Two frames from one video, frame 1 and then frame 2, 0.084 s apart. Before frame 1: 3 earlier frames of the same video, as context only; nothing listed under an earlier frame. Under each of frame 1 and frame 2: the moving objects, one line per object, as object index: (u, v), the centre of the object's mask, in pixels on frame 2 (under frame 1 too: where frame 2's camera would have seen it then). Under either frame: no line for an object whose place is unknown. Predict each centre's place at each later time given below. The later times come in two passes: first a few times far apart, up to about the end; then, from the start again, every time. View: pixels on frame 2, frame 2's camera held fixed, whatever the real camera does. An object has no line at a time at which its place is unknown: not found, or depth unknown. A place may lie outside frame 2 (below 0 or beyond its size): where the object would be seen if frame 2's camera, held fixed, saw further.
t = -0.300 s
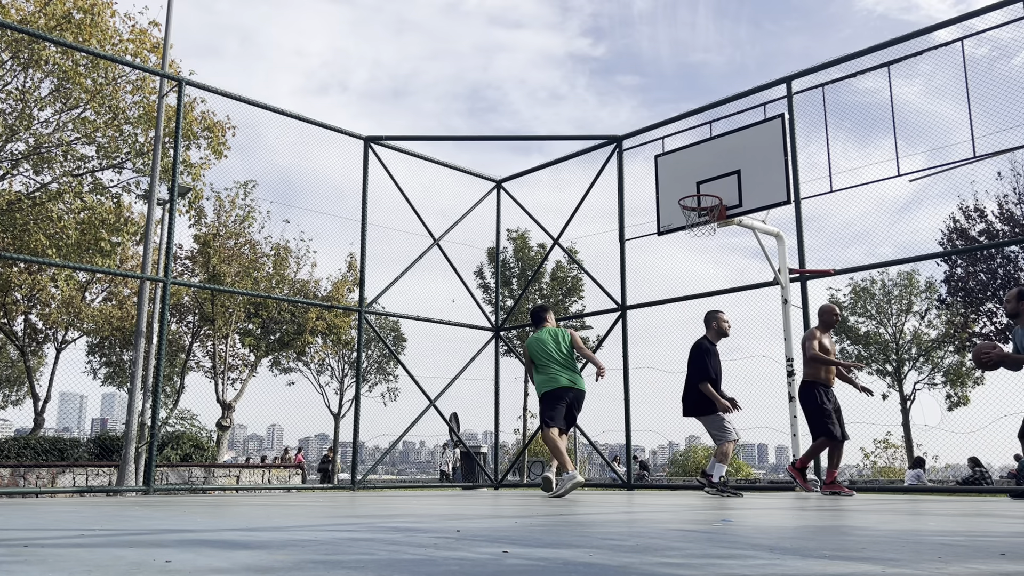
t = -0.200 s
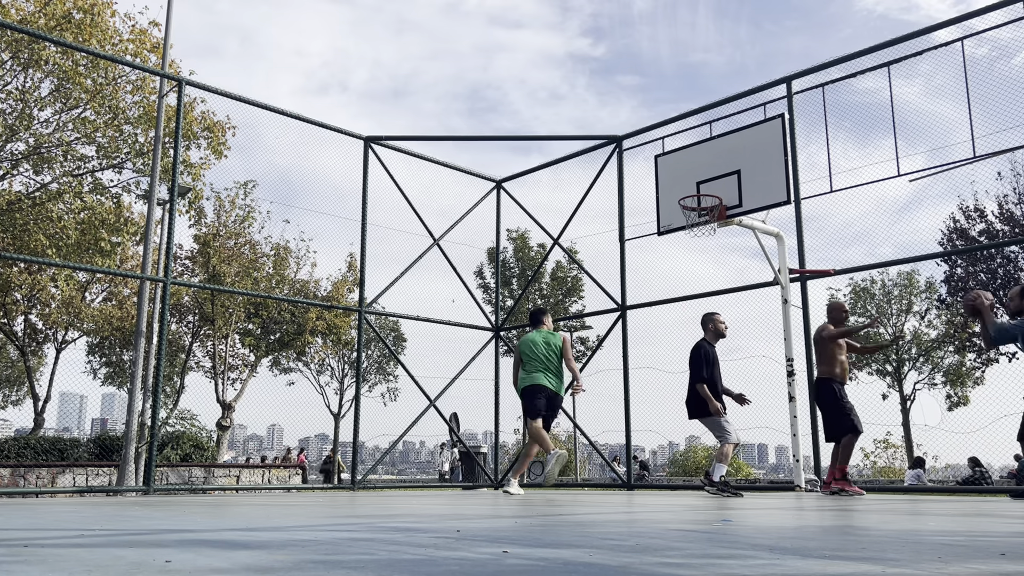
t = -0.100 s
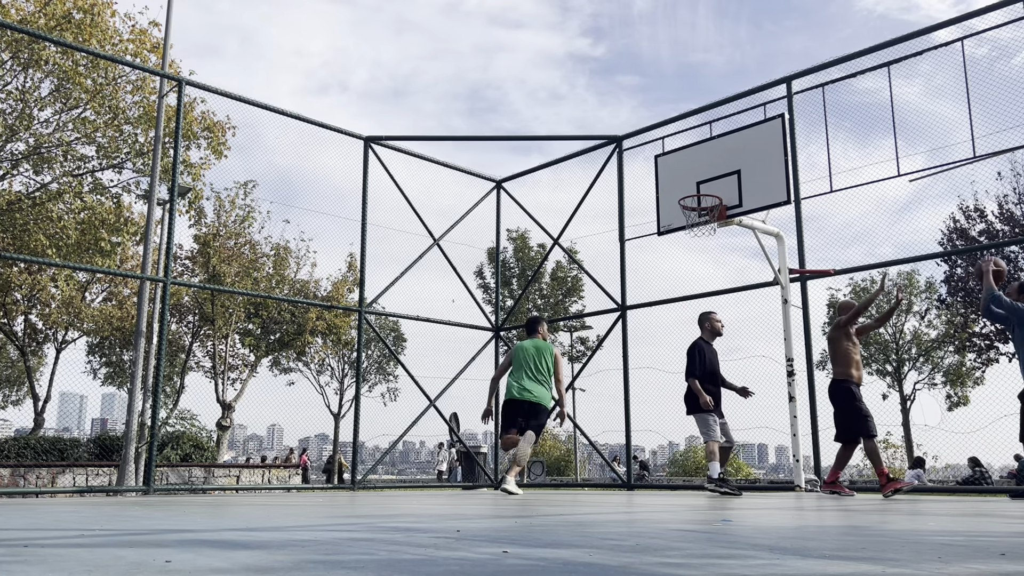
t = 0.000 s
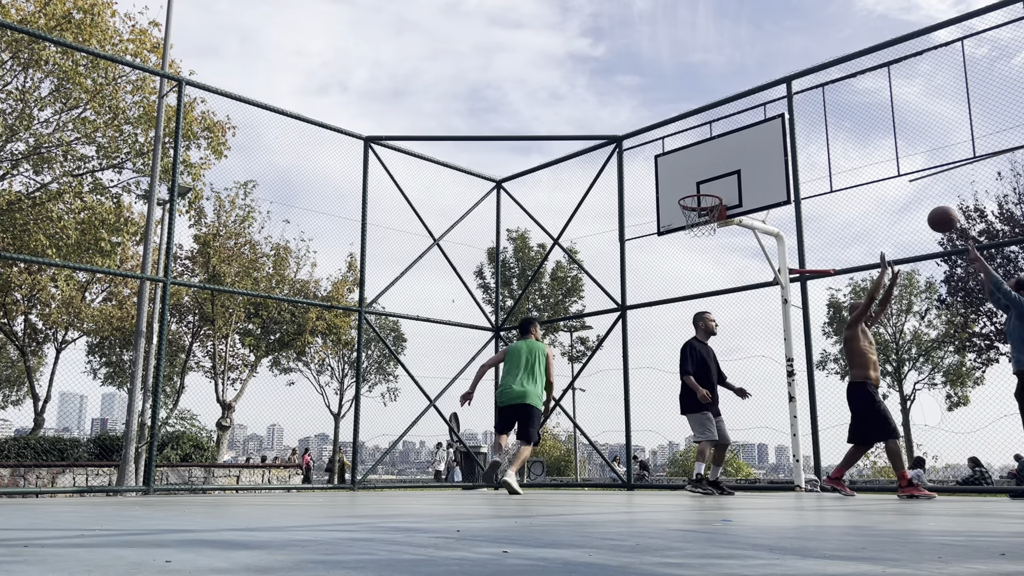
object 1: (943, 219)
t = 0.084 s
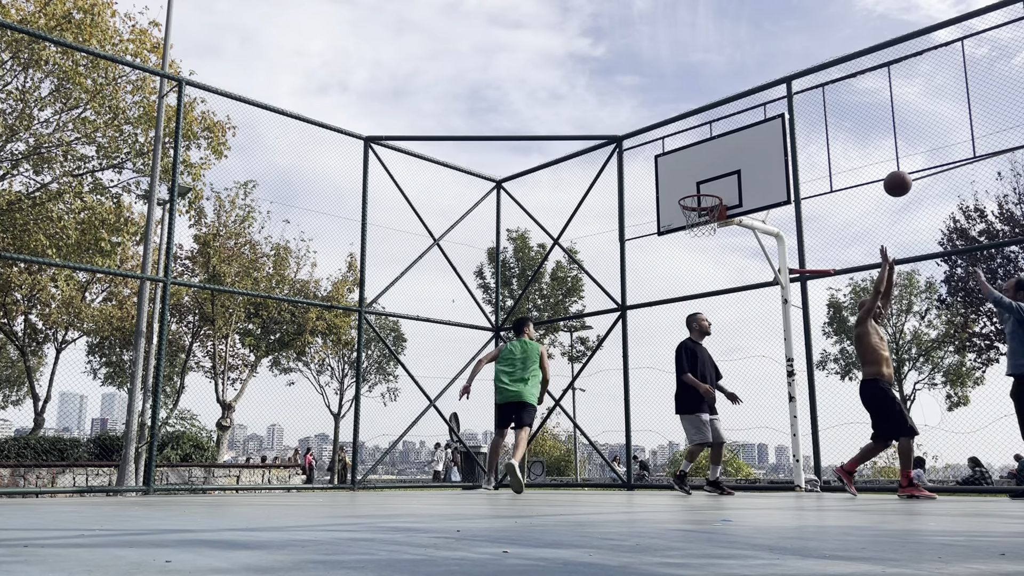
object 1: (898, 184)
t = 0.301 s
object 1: (796, 132)
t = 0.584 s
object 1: (685, 136)
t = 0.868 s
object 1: (591, 206)
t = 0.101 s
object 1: (889, 178)
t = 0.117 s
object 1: (880, 172)
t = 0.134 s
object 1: (872, 167)
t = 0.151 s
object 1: (864, 162)
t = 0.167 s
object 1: (856, 157)
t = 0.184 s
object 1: (848, 153)
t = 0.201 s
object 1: (840, 149)
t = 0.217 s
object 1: (833, 146)
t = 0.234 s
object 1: (825, 143)
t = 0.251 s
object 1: (818, 140)
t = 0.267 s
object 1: (810, 137)
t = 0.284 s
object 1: (804, 134)
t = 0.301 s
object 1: (796, 132)
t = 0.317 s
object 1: (788, 131)
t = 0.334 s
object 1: (781, 129)
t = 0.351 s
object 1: (774, 128)
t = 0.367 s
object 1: (767, 127)
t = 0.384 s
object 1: (761, 126)
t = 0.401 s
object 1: (754, 126)
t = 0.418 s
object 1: (747, 125)
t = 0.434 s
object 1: (741, 125)
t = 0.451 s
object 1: (734, 126)
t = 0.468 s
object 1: (728, 126)
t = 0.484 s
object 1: (722, 127)
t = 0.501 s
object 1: (715, 128)
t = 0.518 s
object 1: (709, 129)
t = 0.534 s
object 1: (703, 130)
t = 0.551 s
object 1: (697, 132)
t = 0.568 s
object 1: (691, 134)
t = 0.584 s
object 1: (685, 136)
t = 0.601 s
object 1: (679, 139)
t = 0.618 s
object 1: (674, 142)
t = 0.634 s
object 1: (668, 144)
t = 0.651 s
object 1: (662, 148)
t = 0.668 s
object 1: (656, 151)
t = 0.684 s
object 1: (650, 155)
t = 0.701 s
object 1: (645, 158)
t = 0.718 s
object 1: (639, 162)
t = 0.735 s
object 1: (634, 166)
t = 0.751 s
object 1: (628, 170)
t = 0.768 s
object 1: (623, 175)
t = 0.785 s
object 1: (617, 180)
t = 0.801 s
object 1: (612, 185)
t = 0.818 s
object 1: (607, 190)
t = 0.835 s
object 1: (601, 195)
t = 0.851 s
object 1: (596, 201)
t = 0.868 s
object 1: (591, 206)
